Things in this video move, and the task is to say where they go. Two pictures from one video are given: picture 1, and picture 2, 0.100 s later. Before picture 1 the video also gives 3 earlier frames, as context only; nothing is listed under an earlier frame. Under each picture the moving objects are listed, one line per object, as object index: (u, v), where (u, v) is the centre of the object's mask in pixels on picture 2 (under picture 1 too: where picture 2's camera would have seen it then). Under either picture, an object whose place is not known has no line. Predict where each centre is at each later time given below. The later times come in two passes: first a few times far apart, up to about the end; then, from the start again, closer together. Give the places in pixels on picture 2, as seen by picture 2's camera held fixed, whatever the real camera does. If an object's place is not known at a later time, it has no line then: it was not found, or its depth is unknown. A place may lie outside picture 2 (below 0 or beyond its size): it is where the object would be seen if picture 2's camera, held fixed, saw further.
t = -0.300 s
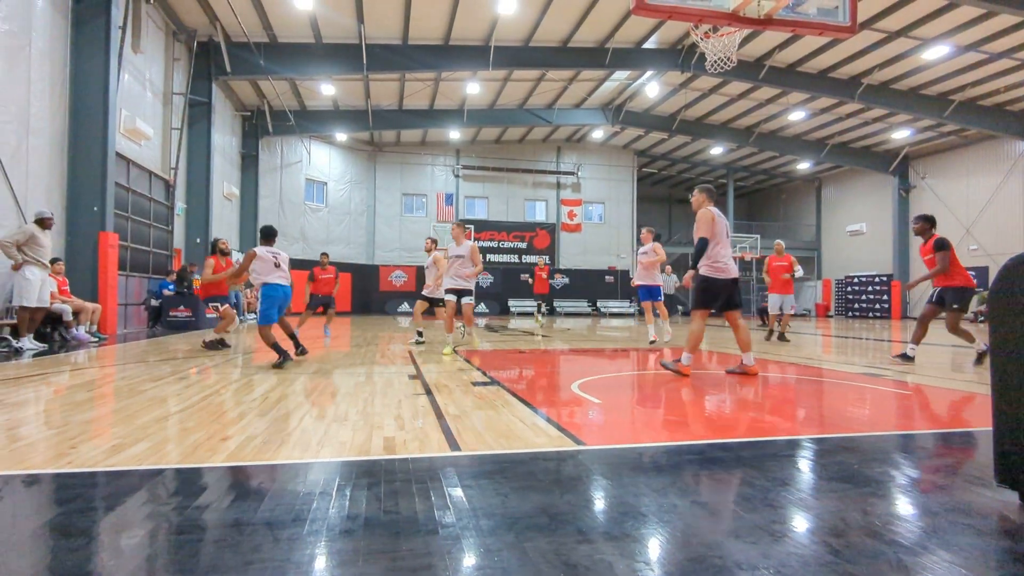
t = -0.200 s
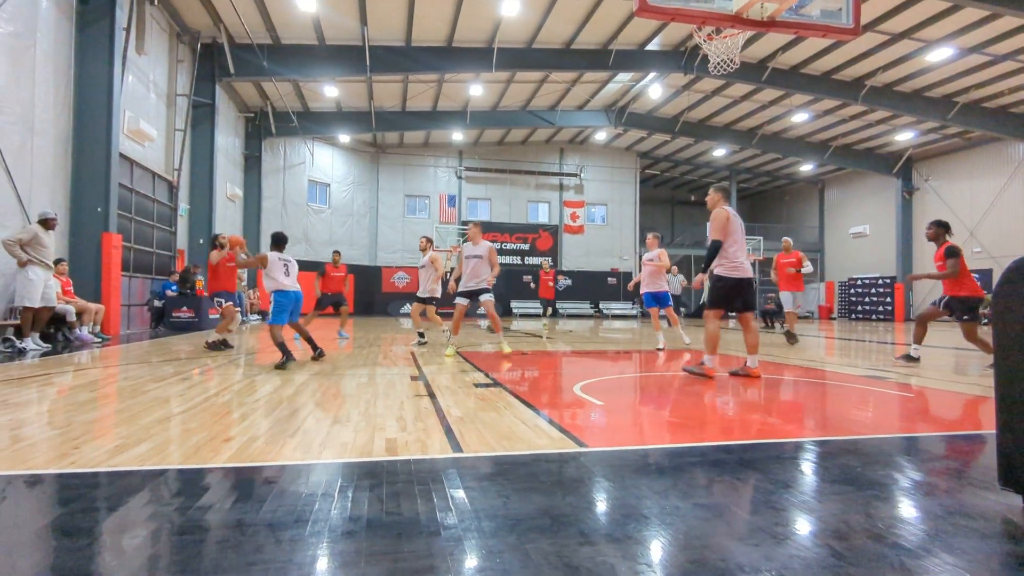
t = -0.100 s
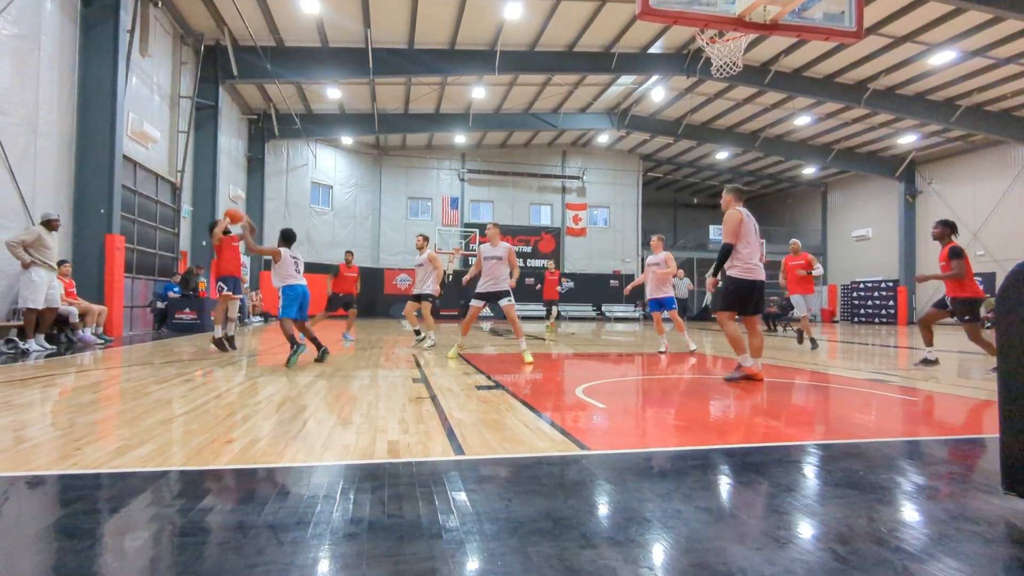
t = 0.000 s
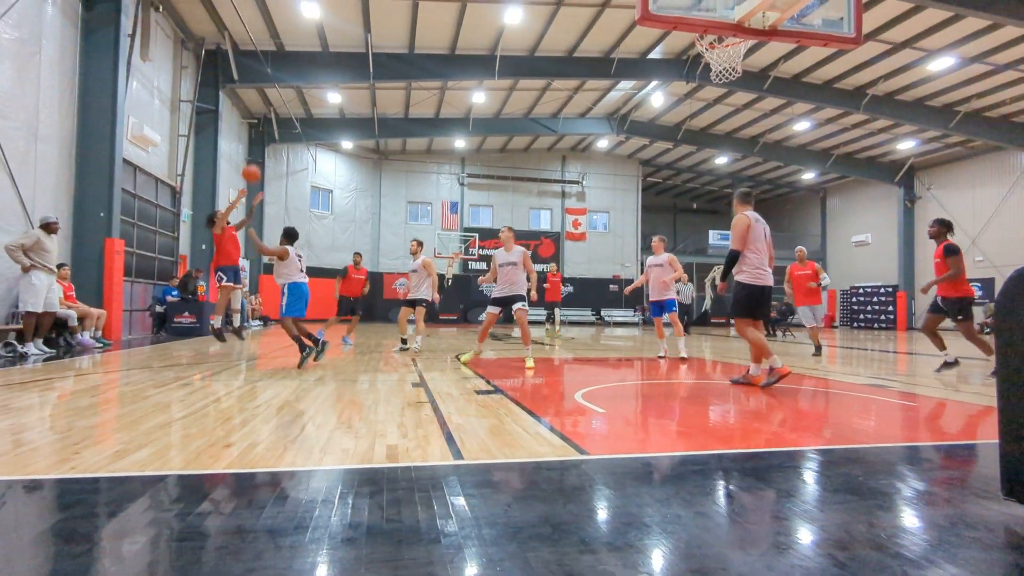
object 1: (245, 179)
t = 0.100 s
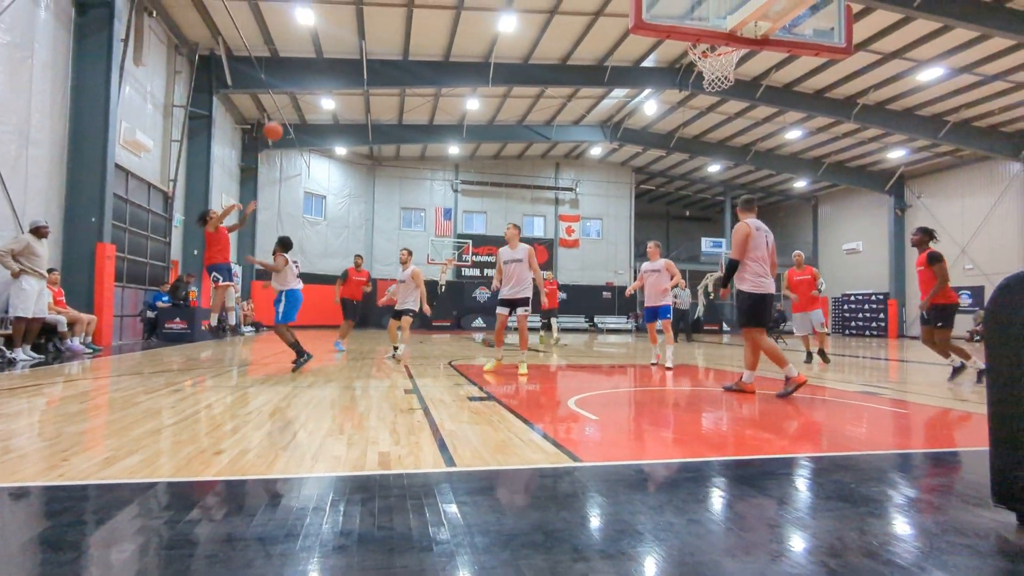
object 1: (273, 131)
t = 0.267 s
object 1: (323, 61)
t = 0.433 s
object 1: (377, 4)
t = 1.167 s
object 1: (705, 3)
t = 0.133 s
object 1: (282, 117)
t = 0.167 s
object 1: (292, 101)
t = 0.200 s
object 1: (303, 87)
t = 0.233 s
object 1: (313, 73)
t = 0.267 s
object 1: (323, 61)
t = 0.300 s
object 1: (333, 49)
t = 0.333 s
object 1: (344, 37)
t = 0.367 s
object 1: (355, 25)
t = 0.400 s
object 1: (366, 14)
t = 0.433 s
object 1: (377, 4)
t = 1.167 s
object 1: (705, 3)
